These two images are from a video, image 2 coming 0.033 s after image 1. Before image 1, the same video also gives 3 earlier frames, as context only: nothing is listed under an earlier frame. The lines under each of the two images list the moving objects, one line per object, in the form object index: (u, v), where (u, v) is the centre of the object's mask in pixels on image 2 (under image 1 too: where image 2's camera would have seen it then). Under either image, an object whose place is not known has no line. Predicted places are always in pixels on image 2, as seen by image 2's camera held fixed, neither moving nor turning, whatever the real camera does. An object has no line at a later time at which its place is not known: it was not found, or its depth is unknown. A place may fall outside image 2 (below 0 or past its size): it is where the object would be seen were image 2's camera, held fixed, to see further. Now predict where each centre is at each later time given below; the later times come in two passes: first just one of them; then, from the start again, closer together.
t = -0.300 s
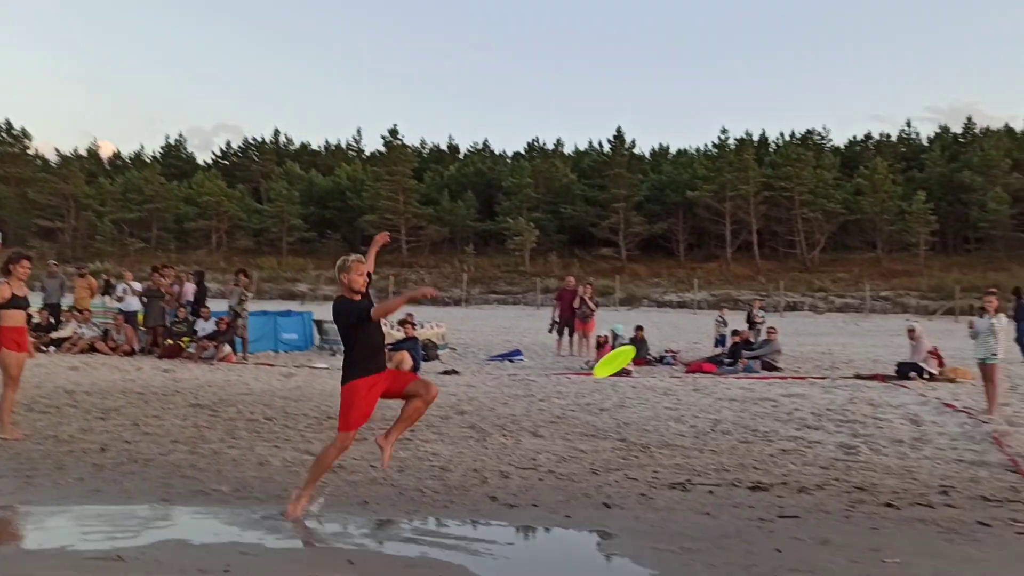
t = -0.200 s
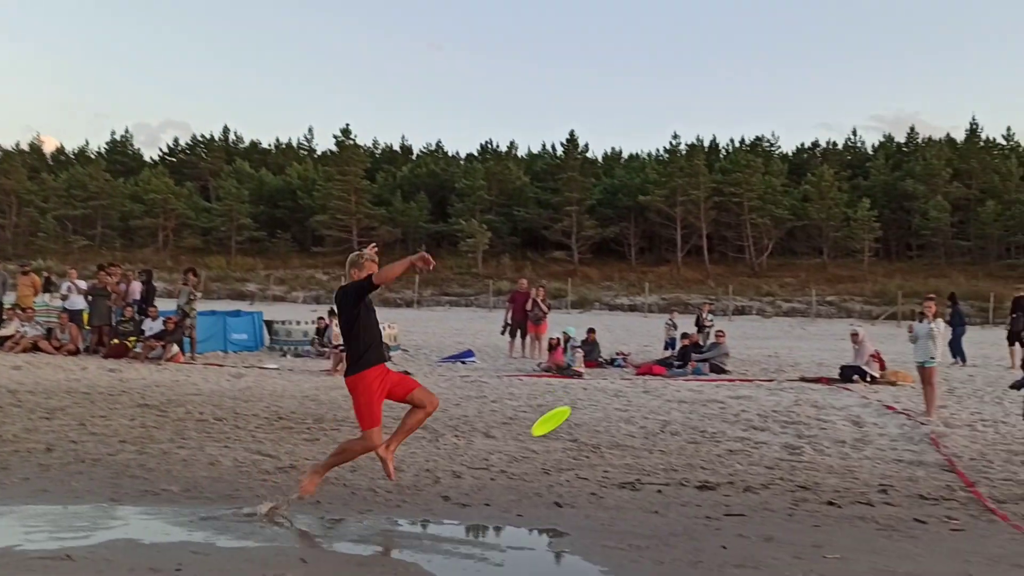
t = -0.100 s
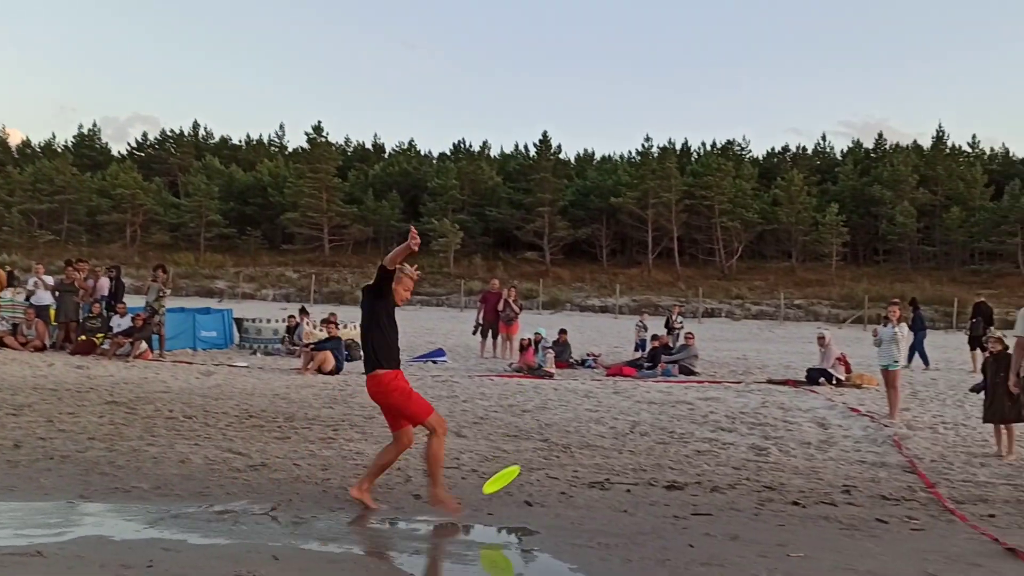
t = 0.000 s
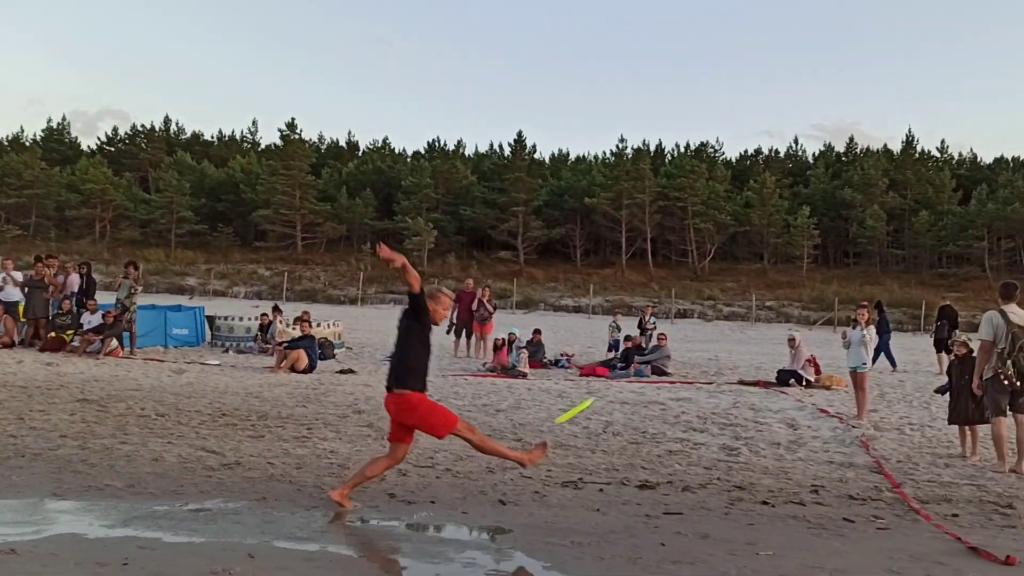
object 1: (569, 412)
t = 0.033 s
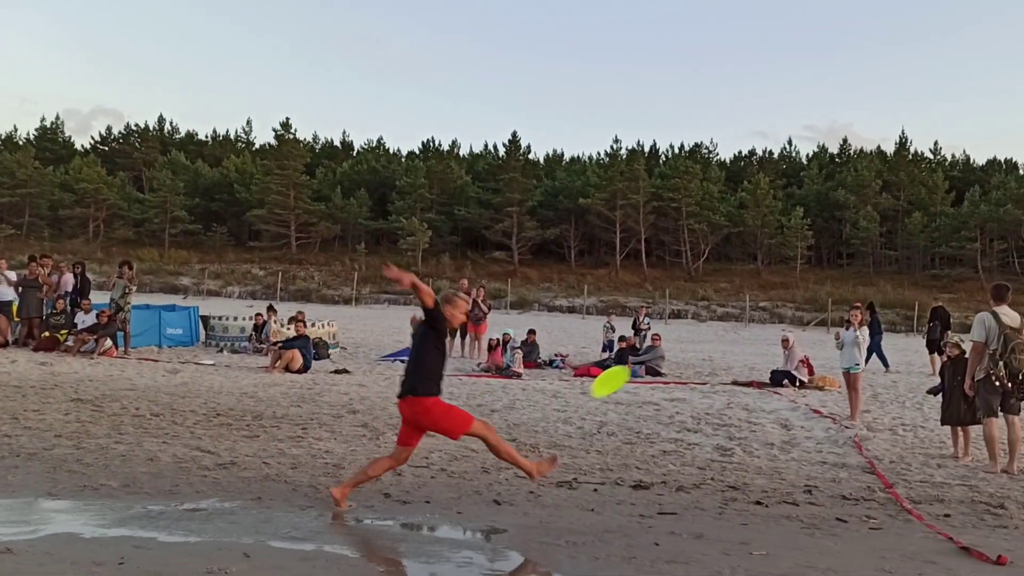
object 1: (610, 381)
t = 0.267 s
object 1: (868, 194)
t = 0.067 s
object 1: (648, 354)
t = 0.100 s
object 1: (689, 324)
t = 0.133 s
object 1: (725, 298)
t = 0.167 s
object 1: (763, 269)
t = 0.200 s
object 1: (797, 245)
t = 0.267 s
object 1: (868, 194)
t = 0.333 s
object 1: (934, 148)
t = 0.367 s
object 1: (969, 123)
